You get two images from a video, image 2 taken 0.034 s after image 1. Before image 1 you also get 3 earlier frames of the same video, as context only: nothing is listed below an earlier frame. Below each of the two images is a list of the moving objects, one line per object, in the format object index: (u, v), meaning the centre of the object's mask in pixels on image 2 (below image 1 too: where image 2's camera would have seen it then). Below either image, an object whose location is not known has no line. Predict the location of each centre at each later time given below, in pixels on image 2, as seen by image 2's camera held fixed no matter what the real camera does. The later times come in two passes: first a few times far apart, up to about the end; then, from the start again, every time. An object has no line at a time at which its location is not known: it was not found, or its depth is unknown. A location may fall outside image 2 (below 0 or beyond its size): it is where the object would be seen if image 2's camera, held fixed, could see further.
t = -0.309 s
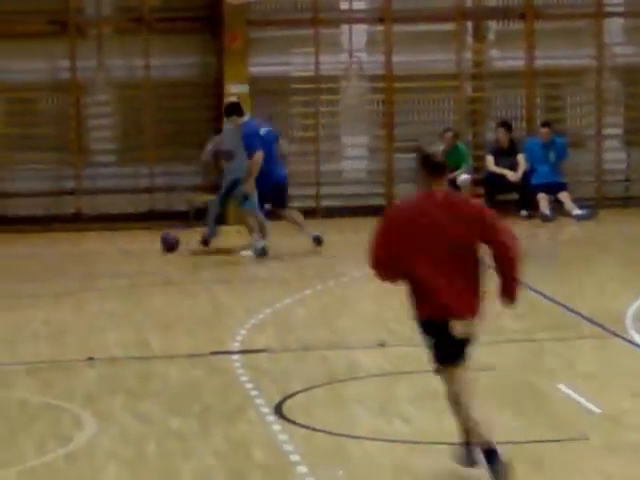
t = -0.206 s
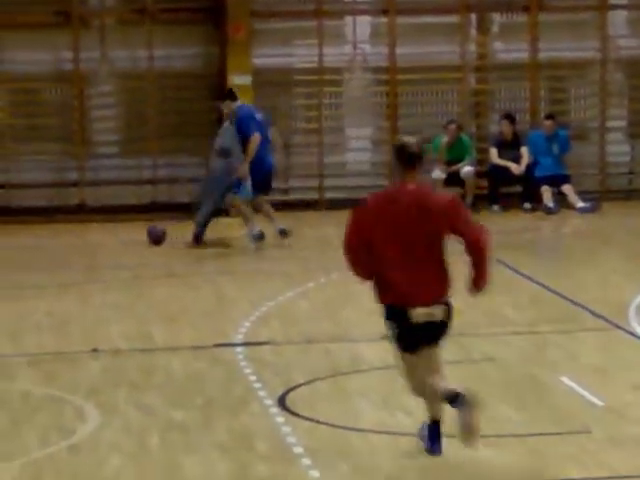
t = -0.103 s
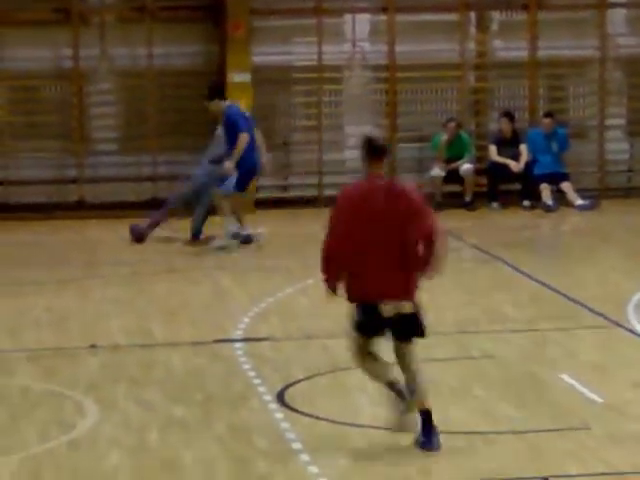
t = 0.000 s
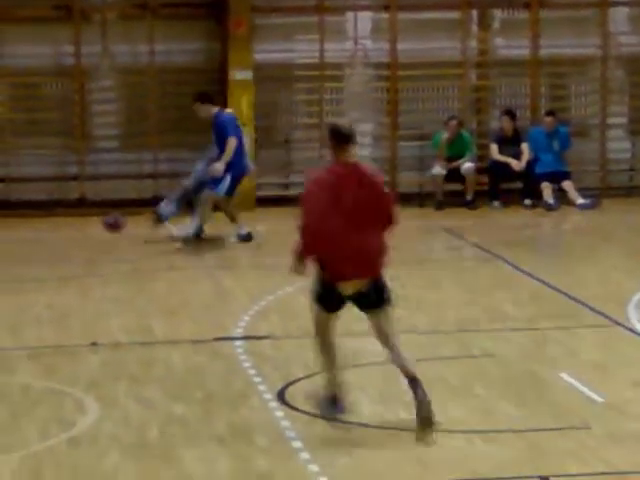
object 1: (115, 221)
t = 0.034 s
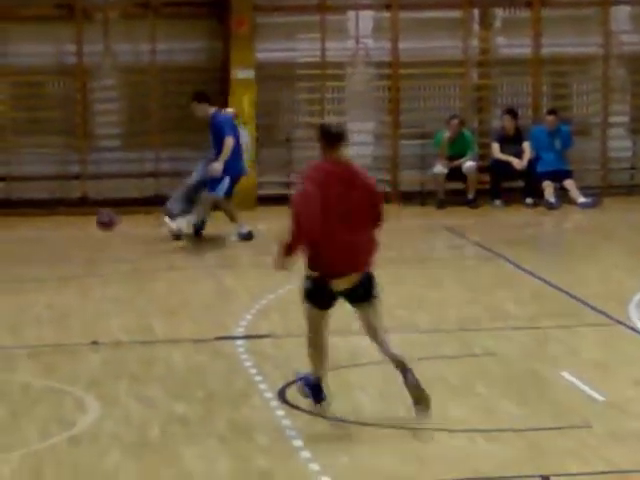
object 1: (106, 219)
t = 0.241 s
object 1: (45, 234)
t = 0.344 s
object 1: (9, 261)
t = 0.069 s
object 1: (96, 218)
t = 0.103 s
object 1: (86, 219)
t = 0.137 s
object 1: (77, 220)
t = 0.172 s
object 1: (66, 223)
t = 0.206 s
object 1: (55, 228)
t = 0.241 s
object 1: (45, 234)
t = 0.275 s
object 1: (33, 241)
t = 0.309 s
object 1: (22, 251)
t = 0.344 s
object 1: (9, 261)
